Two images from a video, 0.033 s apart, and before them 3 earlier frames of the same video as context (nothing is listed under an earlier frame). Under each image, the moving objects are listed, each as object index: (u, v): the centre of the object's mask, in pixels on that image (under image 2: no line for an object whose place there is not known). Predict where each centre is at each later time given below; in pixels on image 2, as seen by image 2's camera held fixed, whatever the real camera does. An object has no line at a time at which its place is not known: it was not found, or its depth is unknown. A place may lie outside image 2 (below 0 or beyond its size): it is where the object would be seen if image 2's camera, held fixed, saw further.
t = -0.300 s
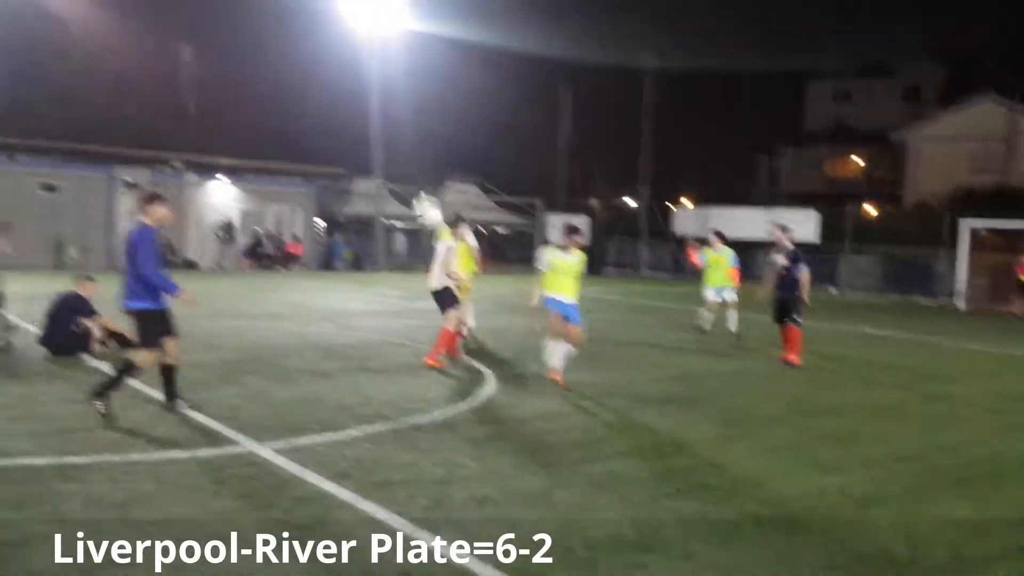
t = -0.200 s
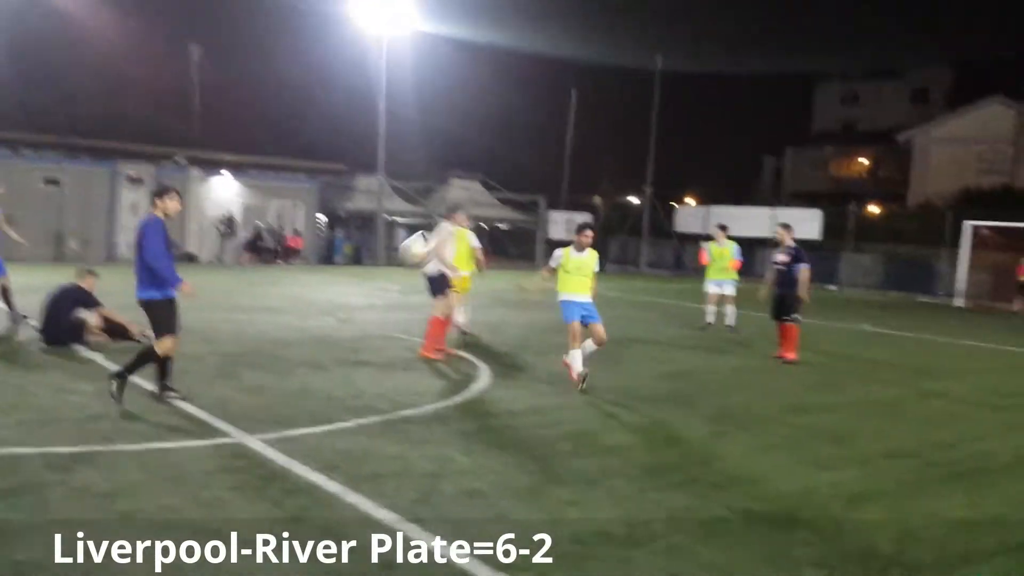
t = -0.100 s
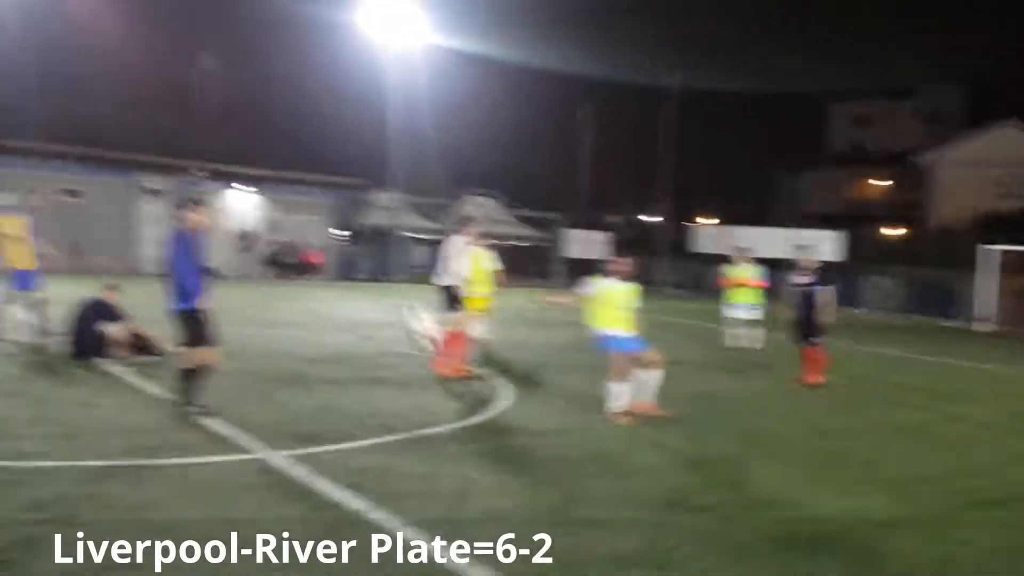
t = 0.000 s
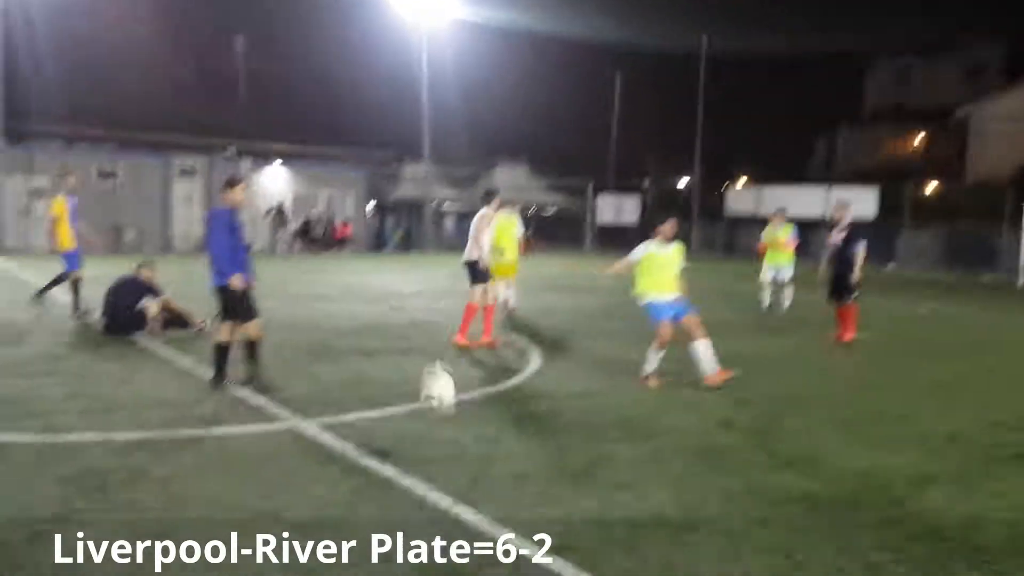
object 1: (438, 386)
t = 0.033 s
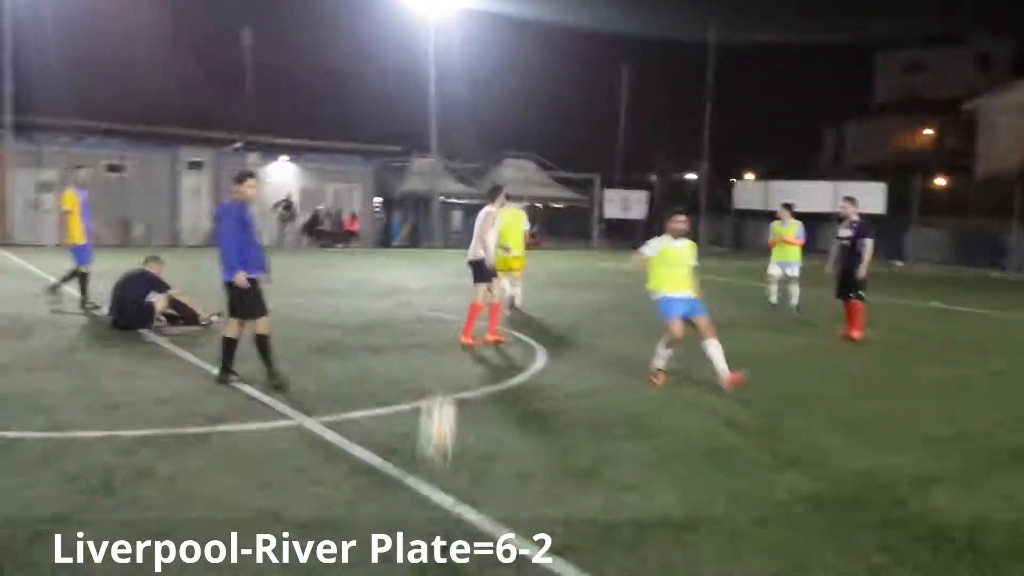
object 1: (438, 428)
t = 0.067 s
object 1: (429, 471)
